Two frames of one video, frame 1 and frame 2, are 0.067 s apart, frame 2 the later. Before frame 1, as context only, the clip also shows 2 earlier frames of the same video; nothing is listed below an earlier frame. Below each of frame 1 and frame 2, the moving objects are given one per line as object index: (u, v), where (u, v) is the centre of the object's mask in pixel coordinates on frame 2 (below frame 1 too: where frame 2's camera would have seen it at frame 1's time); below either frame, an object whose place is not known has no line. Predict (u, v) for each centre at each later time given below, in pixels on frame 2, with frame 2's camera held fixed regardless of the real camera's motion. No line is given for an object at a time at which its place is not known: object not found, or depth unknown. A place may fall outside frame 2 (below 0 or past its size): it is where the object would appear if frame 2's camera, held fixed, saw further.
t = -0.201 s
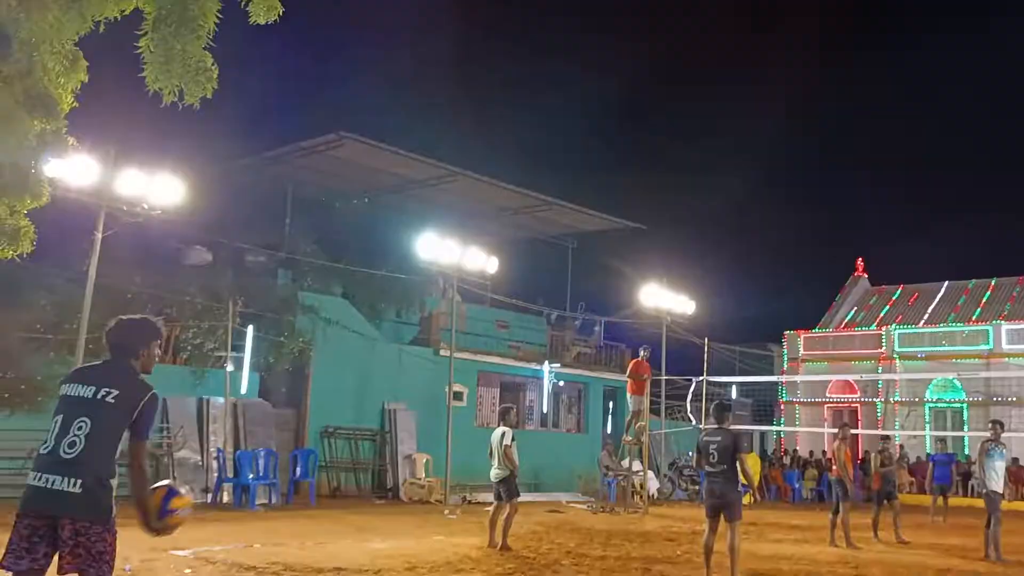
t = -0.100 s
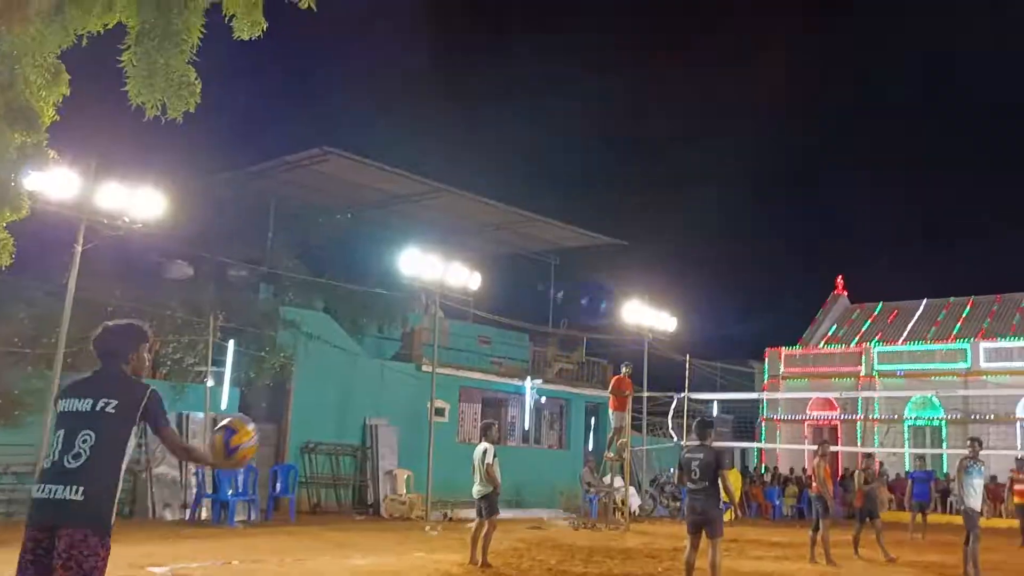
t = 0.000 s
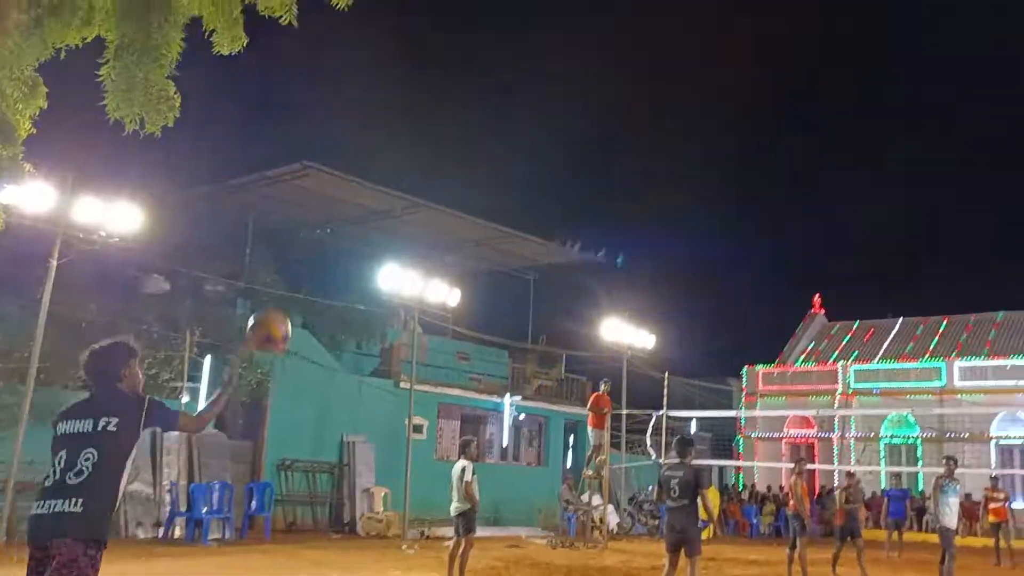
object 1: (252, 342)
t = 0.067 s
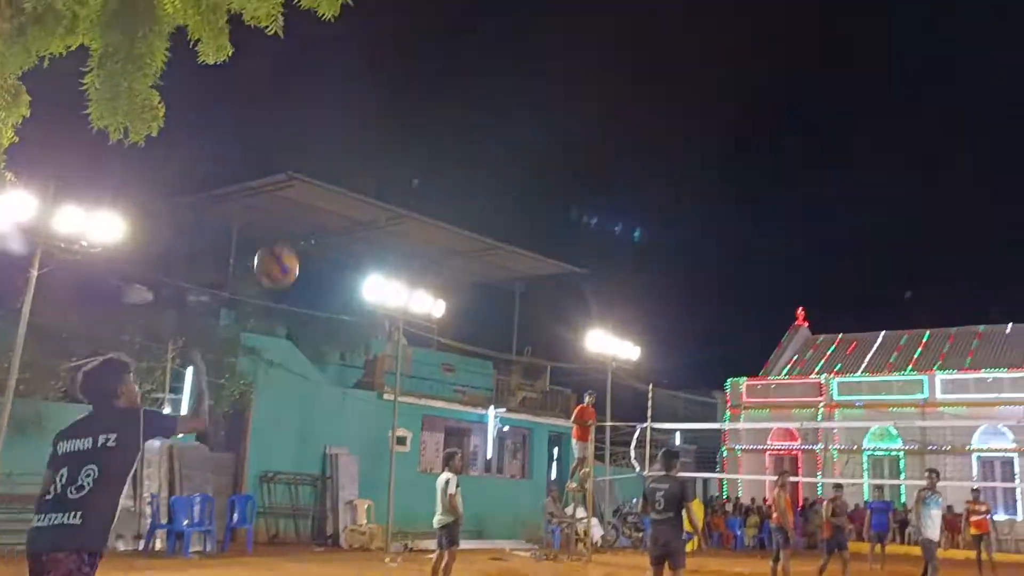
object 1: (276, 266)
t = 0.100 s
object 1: (289, 231)
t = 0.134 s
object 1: (299, 199)
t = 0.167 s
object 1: (310, 167)
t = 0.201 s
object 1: (322, 140)
